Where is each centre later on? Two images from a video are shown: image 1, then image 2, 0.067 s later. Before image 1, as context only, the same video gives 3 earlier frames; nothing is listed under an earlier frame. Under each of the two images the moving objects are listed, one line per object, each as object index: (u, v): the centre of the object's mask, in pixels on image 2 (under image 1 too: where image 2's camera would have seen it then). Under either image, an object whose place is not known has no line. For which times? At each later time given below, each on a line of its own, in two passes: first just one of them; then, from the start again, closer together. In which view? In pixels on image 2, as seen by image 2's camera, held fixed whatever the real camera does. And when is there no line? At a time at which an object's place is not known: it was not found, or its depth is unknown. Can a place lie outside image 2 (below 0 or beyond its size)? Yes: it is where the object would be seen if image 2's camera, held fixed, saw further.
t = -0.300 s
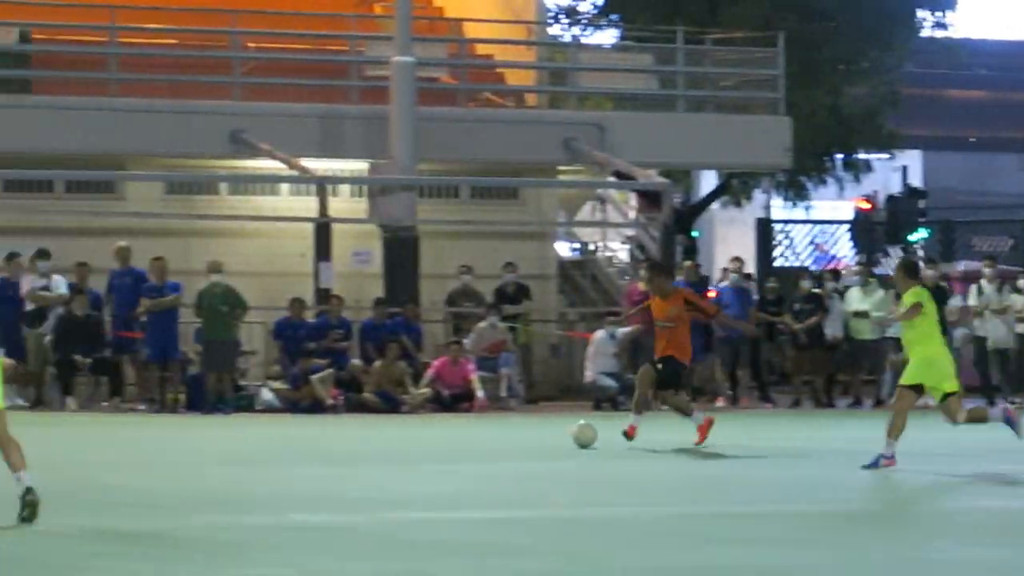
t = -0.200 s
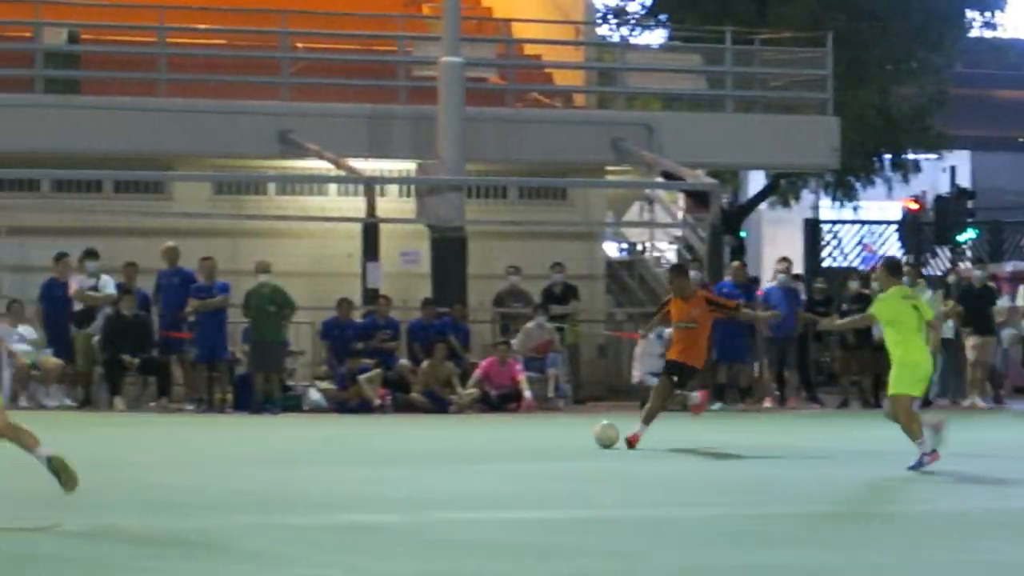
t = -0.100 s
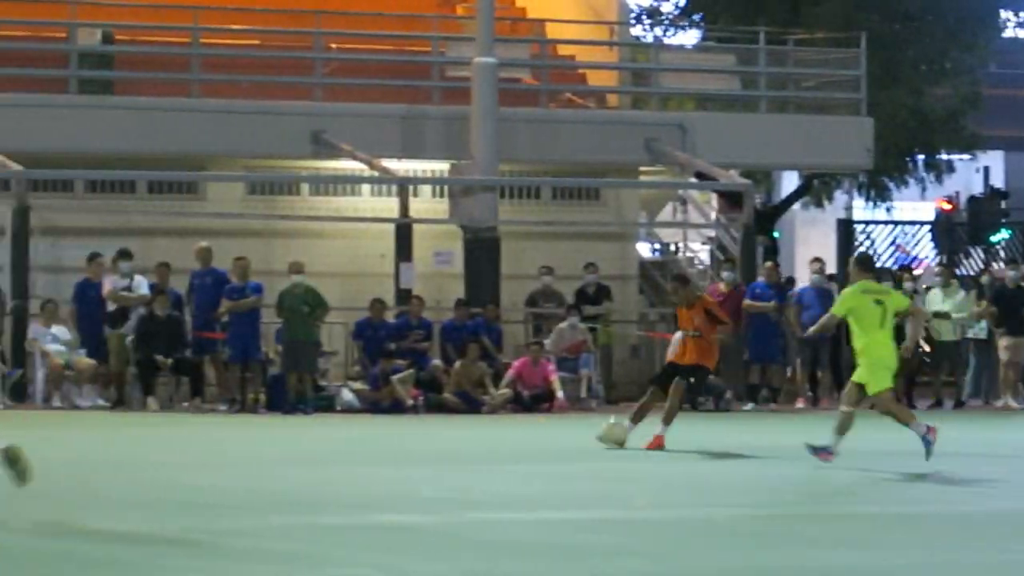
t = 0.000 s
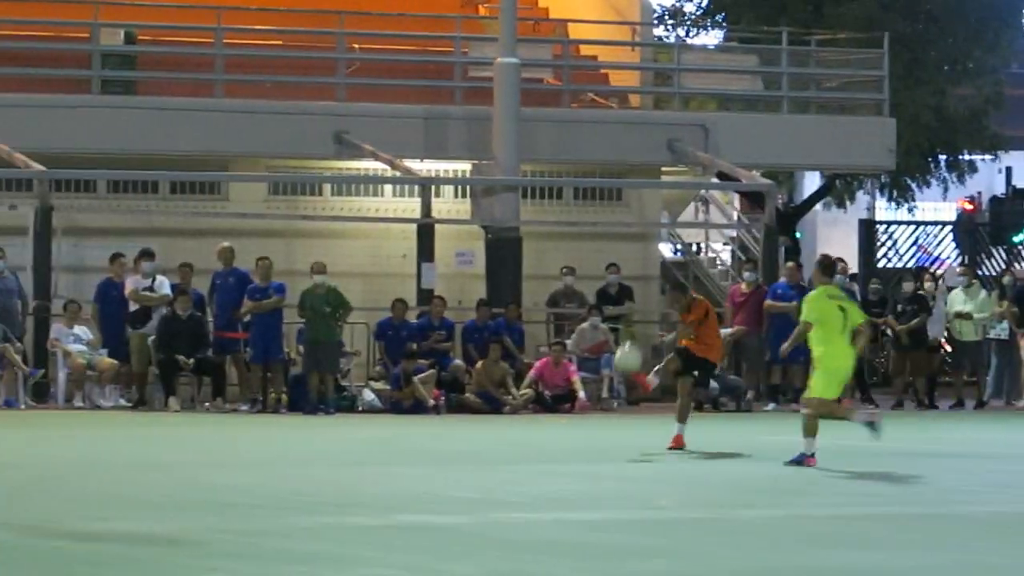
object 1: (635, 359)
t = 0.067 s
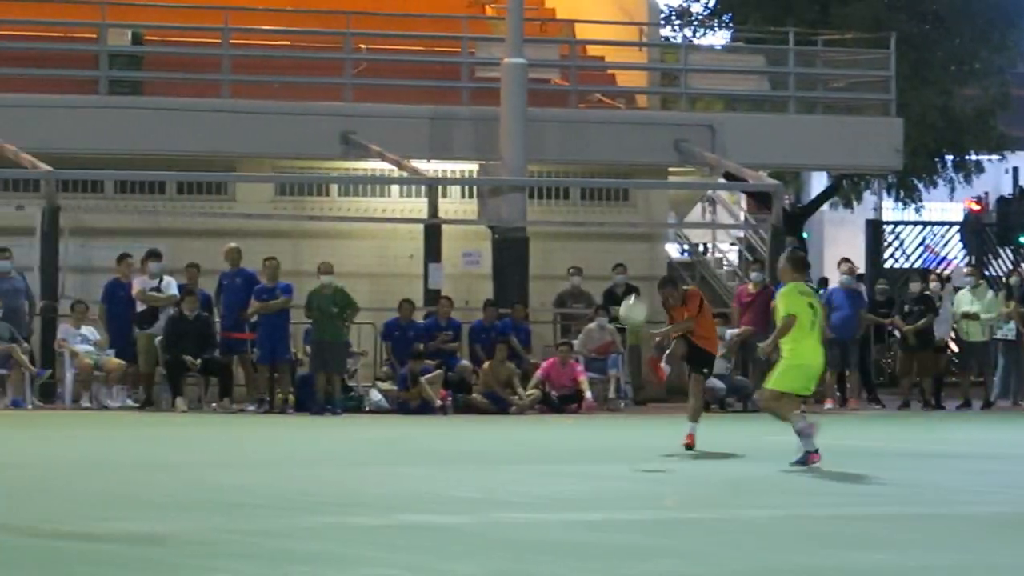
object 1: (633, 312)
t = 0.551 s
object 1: (676, 87)
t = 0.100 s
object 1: (634, 289)
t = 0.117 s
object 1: (633, 278)
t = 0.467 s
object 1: (662, 107)
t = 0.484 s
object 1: (665, 101)
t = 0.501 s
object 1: (667, 97)
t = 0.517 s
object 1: (670, 94)
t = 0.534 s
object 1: (674, 90)
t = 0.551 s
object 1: (676, 87)
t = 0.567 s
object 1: (680, 82)
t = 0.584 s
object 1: (683, 80)
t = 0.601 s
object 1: (687, 77)
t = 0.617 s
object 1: (691, 74)
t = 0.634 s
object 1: (695, 73)
